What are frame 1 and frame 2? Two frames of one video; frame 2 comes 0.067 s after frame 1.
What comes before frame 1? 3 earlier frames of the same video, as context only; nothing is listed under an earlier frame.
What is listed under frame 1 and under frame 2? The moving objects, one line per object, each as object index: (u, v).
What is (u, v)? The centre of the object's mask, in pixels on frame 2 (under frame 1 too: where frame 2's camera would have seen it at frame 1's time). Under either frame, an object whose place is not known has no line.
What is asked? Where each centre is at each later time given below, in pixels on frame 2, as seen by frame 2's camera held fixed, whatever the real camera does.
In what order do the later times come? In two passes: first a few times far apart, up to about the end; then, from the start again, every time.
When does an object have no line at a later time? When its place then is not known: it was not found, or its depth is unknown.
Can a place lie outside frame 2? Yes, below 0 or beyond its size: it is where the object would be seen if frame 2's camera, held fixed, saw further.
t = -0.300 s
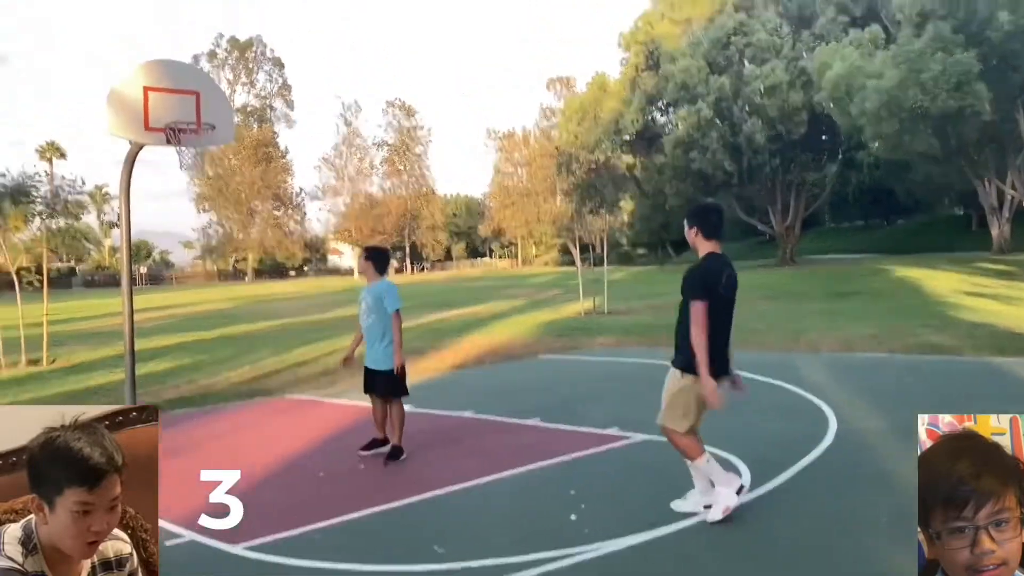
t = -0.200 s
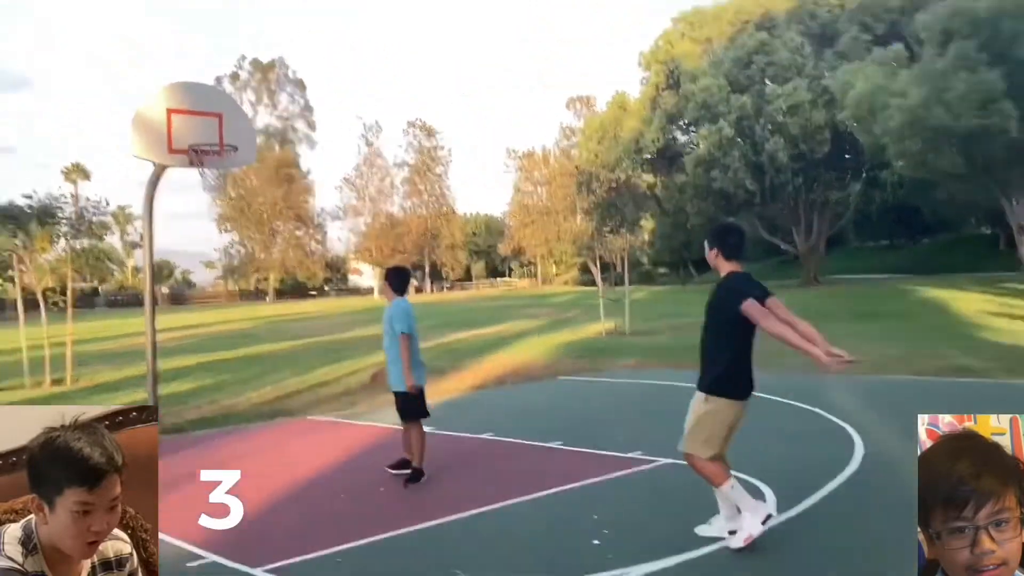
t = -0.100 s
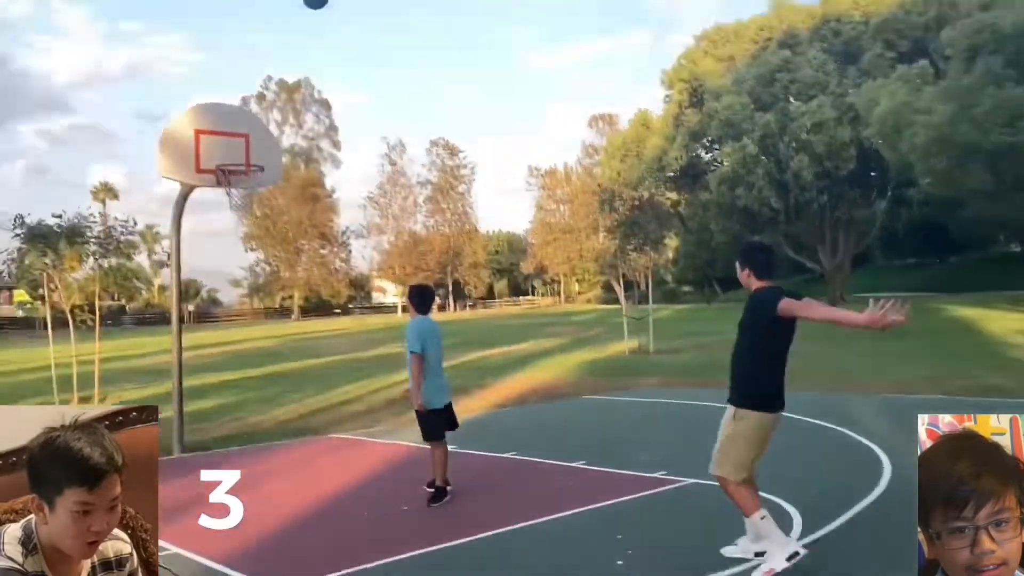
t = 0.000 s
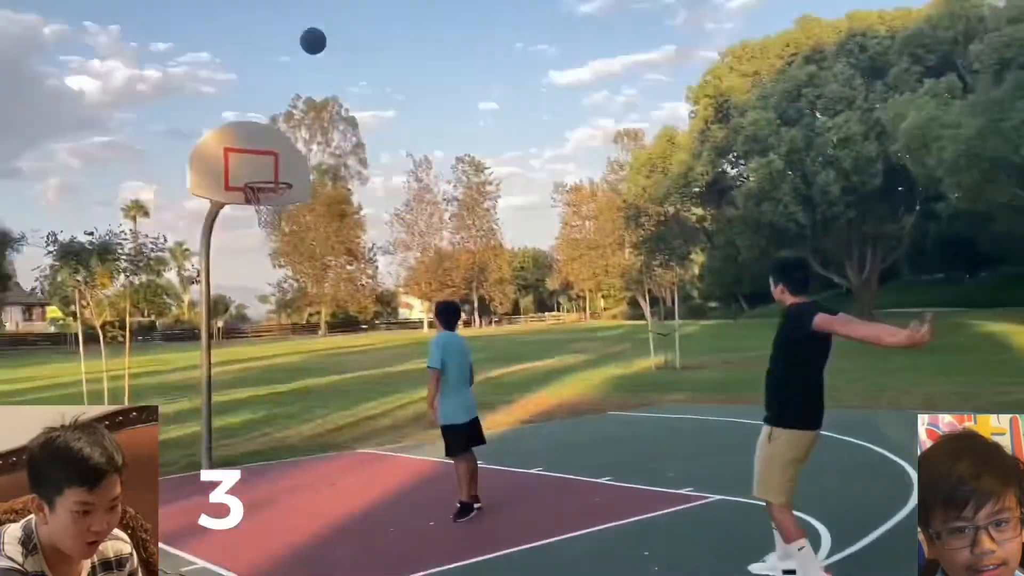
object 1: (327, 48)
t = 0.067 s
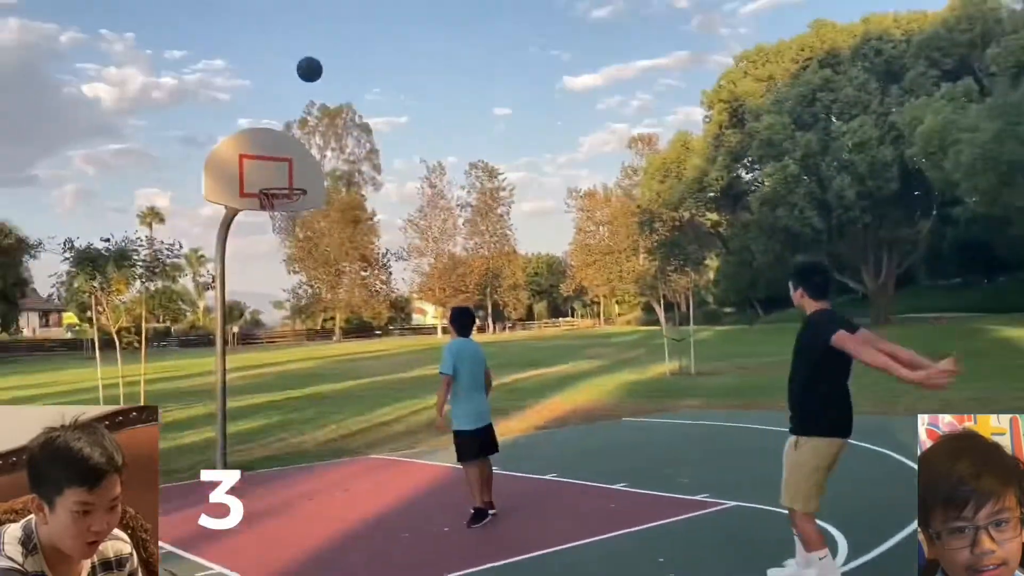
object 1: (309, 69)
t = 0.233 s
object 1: (271, 136)
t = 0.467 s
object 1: (251, 140)
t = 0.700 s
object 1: (240, 88)
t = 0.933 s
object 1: (228, 89)
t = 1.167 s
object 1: (216, 151)
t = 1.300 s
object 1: (210, 220)
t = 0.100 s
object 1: (301, 81)
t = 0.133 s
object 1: (293, 94)
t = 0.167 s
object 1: (286, 107)
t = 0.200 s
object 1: (279, 121)
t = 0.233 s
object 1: (271, 136)
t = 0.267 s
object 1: (264, 152)
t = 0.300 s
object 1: (258, 168)
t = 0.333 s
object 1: (256, 180)
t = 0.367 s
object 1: (257, 175)
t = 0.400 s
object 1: (255, 162)
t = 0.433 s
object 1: (253, 151)
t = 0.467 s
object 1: (251, 140)
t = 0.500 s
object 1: (250, 130)
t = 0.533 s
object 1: (248, 120)
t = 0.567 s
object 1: (246, 112)
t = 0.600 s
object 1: (244, 105)
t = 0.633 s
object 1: (243, 98)
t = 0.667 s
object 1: (241, 93)
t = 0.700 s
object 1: (240, 88)
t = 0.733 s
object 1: (238, 86)
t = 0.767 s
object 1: (236, 83)
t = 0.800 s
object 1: (234, 82)
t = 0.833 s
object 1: (233, 82)
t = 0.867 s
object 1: (231, 83)
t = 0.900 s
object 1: (229, 85)
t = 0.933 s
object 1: (228, 89)
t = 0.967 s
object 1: (226, 94)
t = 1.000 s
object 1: (225, 100)
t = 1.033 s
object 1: (223, 107)
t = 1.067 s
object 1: (222, 116)
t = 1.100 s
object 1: (220, 126)
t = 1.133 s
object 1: (218, 138)
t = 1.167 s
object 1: (216, 151)
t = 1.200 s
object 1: (215, 165)
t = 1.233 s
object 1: (213, 182)
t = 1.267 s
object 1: (212, 200)
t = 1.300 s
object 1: (210, 220)
